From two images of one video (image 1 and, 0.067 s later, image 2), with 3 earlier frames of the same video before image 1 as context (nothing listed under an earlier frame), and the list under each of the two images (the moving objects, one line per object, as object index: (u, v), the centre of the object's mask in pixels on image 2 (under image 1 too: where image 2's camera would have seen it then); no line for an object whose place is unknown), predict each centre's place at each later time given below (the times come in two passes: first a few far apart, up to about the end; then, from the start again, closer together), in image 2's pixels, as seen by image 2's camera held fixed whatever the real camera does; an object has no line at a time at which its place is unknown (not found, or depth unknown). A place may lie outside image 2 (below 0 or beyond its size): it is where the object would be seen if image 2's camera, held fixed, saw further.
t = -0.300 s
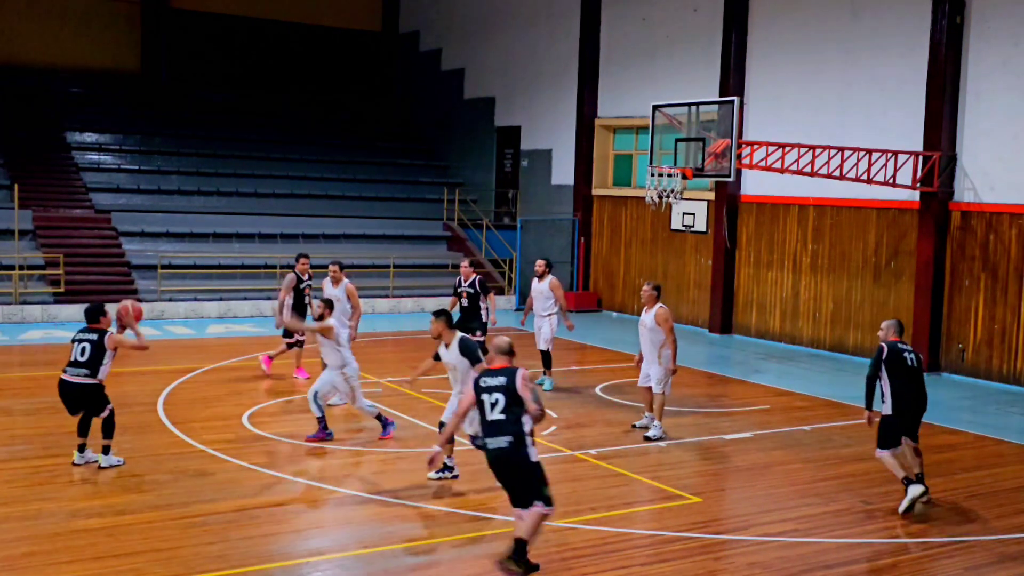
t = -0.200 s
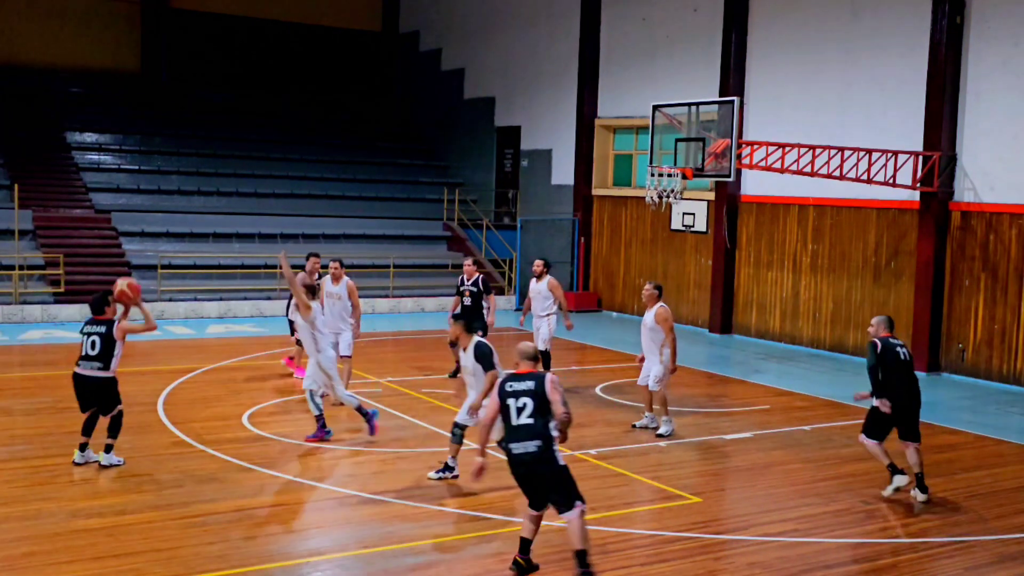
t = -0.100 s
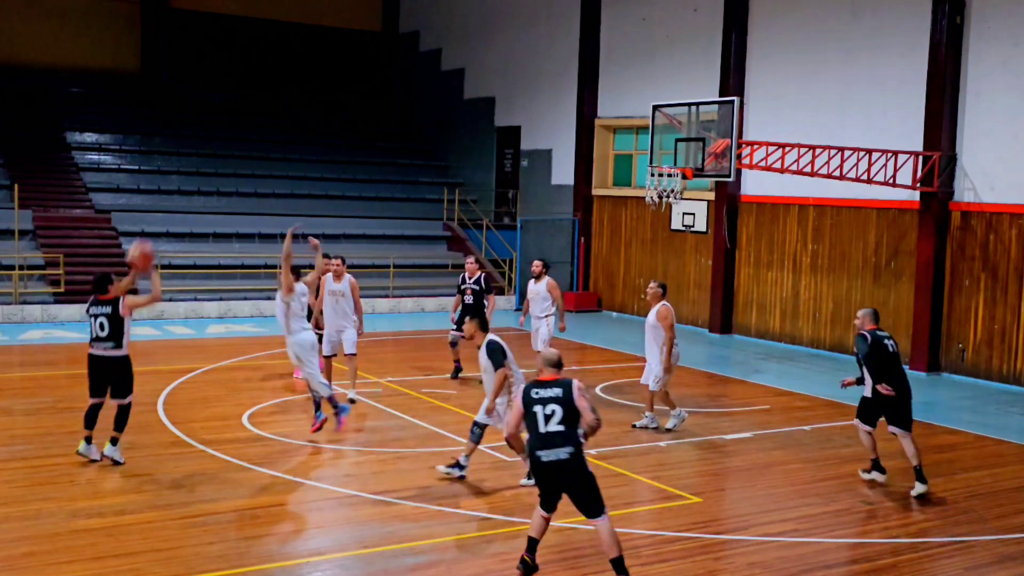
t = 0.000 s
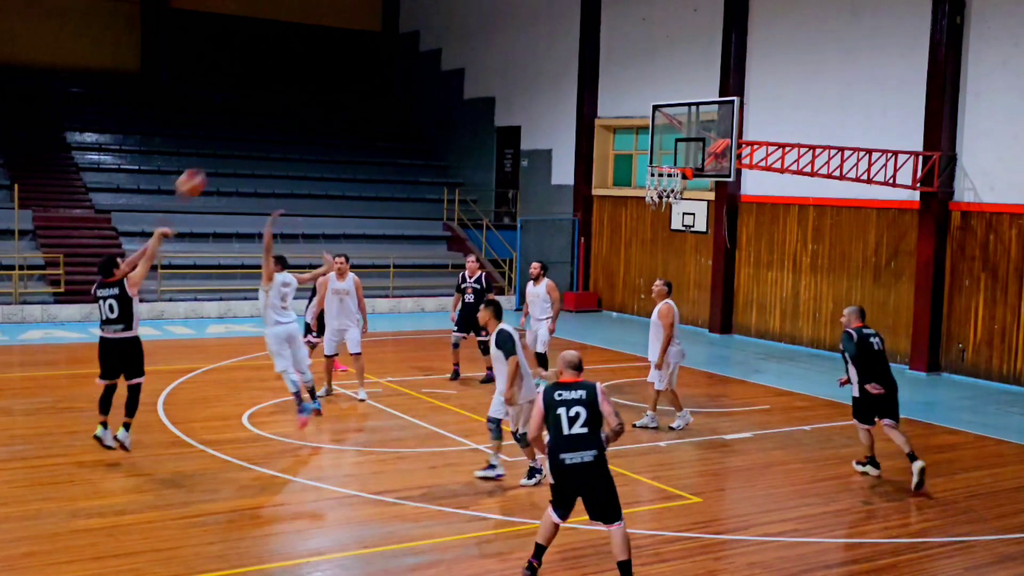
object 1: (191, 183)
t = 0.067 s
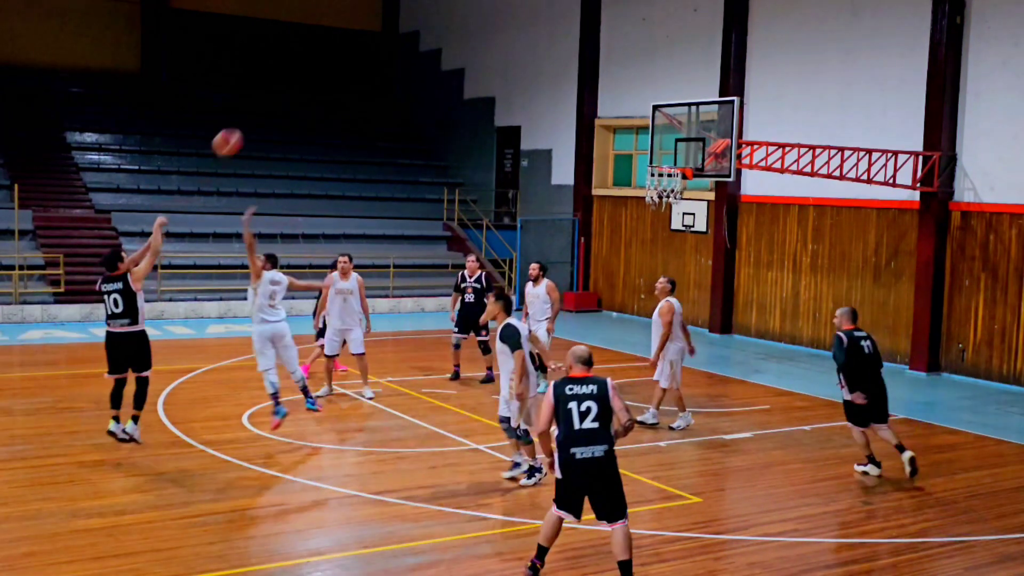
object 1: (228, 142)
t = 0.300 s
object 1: (344, 44)
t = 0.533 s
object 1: (445, 8)
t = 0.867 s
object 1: (564, 34)
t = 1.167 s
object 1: (650, 128)
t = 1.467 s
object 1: (656, 218)
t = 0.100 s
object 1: (245, 124)
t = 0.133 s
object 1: (262, 107)
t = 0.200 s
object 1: (296, 78)
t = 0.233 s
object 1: (313, 65)
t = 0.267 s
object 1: (329, 54)
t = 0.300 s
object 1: (344, 44)
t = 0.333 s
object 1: (360, 35)
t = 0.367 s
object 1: (375, 27)
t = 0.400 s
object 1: (389, 20)
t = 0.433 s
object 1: (403, 15)
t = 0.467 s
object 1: (418, 11)
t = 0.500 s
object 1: (432, 9)
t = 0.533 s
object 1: (445, 8)
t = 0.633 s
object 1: (484, 6)
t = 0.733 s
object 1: (520, 11)
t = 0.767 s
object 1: (531, 15)
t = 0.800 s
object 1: (543, 21)
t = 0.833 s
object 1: (554, 27)
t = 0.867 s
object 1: (564, 34)
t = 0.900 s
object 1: (574, 42)
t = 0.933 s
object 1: (585, 51)
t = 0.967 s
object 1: (594, 60)
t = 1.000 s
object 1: (604, 69)
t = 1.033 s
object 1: (614, 80)
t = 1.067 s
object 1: (623, 91)
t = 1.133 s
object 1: (642, 115)
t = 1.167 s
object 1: (650, 128)
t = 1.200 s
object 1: (659, 142)
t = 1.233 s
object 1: (667, 156)
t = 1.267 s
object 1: (673, 169)
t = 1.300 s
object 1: (671, 177)
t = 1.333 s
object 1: (667, 187)
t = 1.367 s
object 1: (664, 193)
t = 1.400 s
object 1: (663, 201)
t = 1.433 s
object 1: (659, 209)
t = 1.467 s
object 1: (656, 218)
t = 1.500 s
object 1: (653, 227)
